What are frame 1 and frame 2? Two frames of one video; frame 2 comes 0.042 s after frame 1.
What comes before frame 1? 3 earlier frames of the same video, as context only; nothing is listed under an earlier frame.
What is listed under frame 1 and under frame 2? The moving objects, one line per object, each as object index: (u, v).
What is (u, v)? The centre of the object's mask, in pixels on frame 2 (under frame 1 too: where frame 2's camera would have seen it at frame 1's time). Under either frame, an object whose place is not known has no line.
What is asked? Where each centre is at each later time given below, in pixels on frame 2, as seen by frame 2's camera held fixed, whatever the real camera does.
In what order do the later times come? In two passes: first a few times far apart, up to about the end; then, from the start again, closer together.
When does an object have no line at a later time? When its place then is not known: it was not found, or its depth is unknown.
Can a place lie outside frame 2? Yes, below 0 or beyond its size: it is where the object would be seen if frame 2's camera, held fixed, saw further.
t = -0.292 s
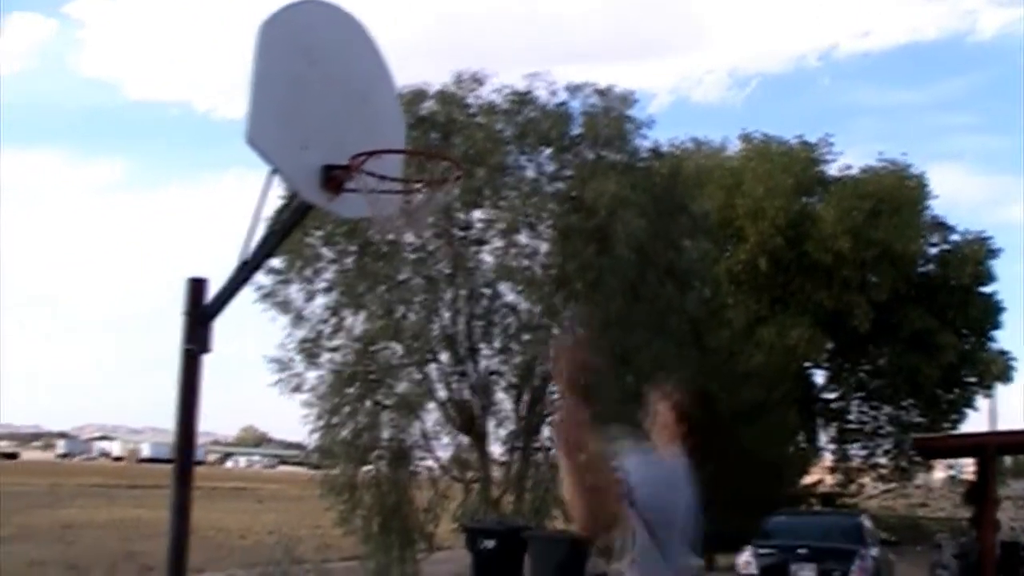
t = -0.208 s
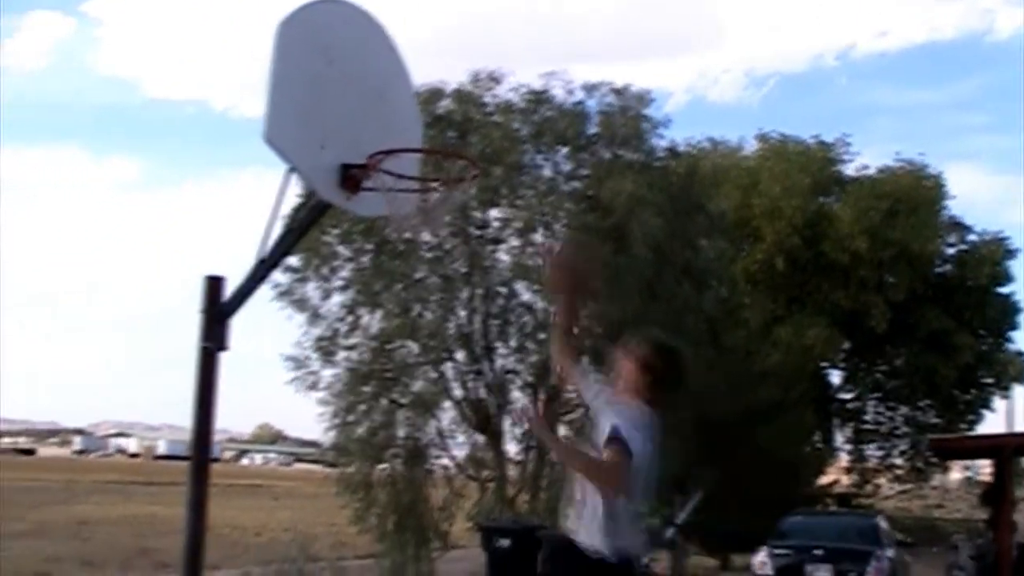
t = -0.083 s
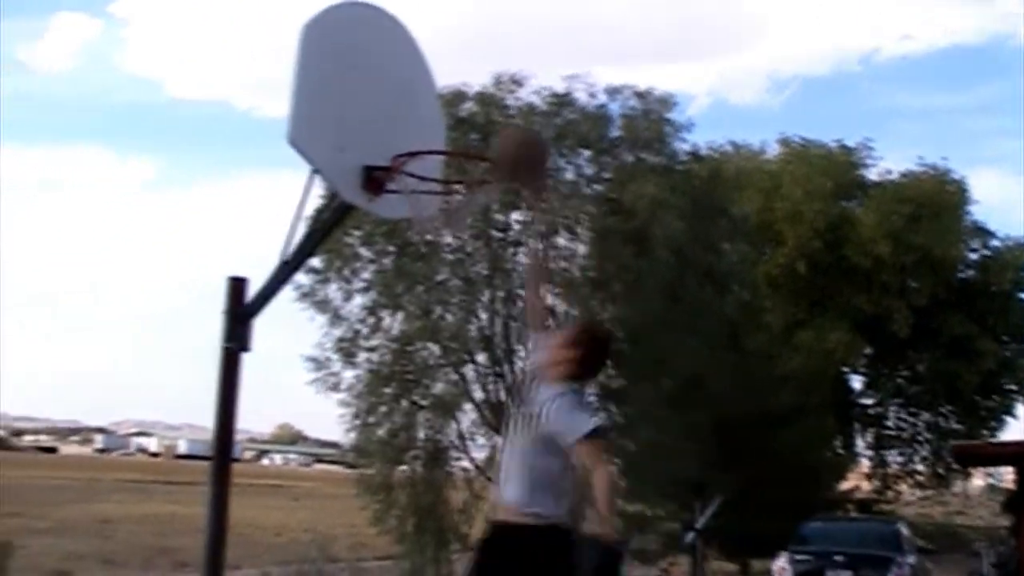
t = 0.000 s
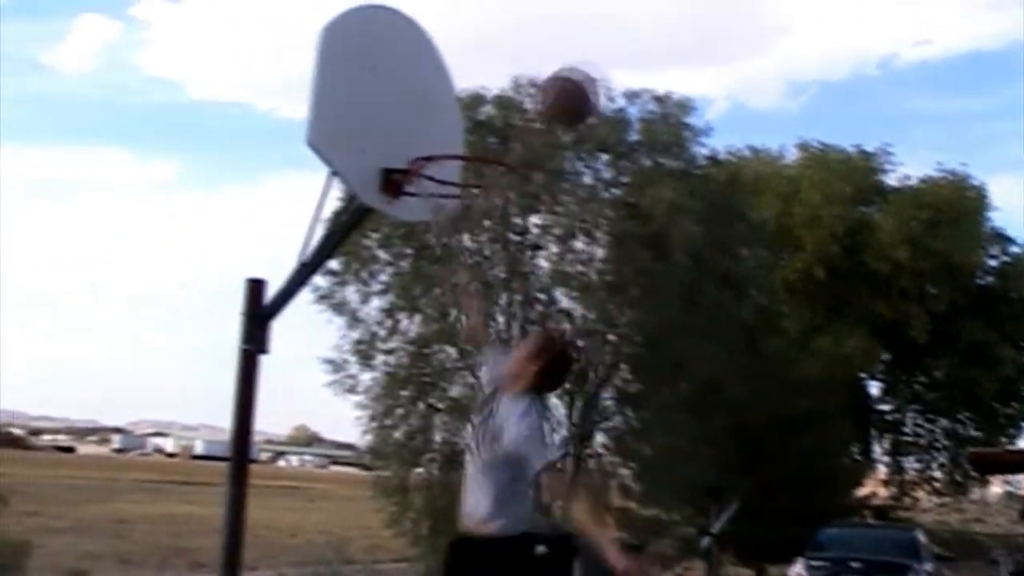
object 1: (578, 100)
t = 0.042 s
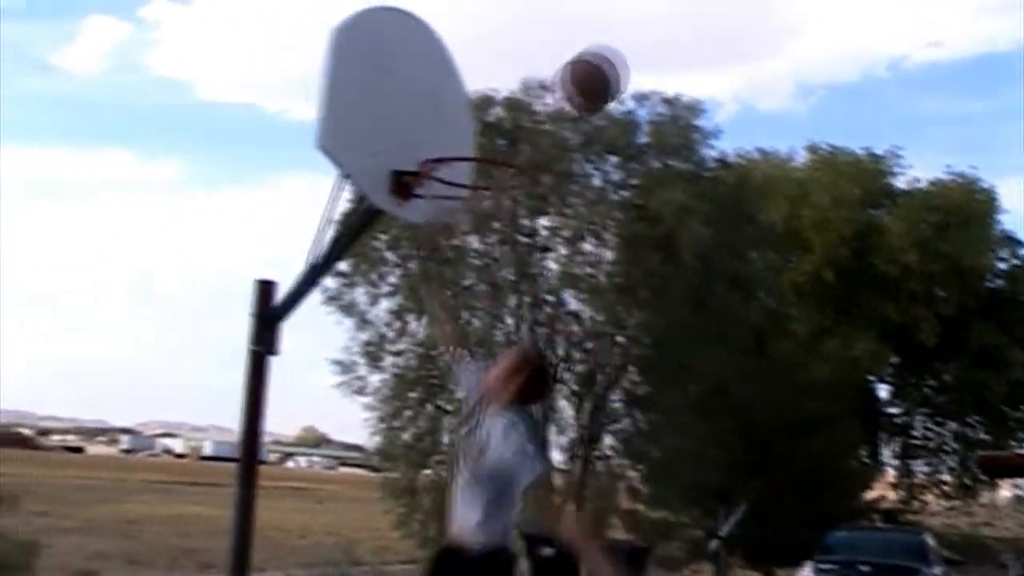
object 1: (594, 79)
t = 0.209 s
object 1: (650, 31)
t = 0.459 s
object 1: (744, 85)
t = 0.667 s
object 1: (832, 280)
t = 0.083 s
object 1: (605, 62)
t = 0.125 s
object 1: (620, 48)
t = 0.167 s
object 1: (634, 37)
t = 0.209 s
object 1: (650, 31)
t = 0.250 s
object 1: (665, 28)
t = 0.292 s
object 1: (681, 31)
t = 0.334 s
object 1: (696, 37)
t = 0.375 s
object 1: (712, 48)
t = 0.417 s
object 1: (729, 64)
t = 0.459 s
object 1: (744, 85)
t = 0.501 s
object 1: (762, 112)
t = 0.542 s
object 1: (776, 136)
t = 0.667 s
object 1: (832, 280)
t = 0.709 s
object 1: (848, 331)
